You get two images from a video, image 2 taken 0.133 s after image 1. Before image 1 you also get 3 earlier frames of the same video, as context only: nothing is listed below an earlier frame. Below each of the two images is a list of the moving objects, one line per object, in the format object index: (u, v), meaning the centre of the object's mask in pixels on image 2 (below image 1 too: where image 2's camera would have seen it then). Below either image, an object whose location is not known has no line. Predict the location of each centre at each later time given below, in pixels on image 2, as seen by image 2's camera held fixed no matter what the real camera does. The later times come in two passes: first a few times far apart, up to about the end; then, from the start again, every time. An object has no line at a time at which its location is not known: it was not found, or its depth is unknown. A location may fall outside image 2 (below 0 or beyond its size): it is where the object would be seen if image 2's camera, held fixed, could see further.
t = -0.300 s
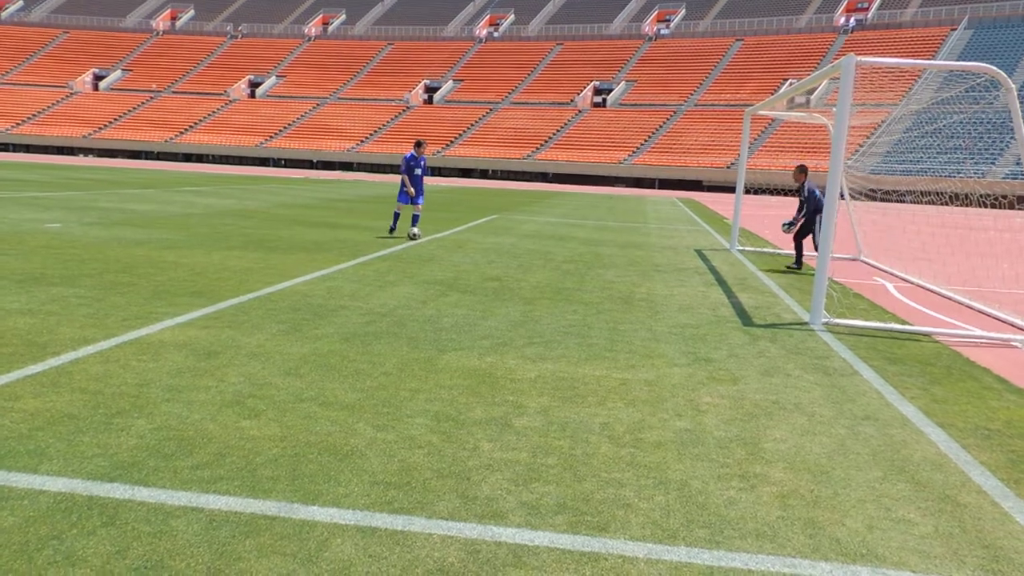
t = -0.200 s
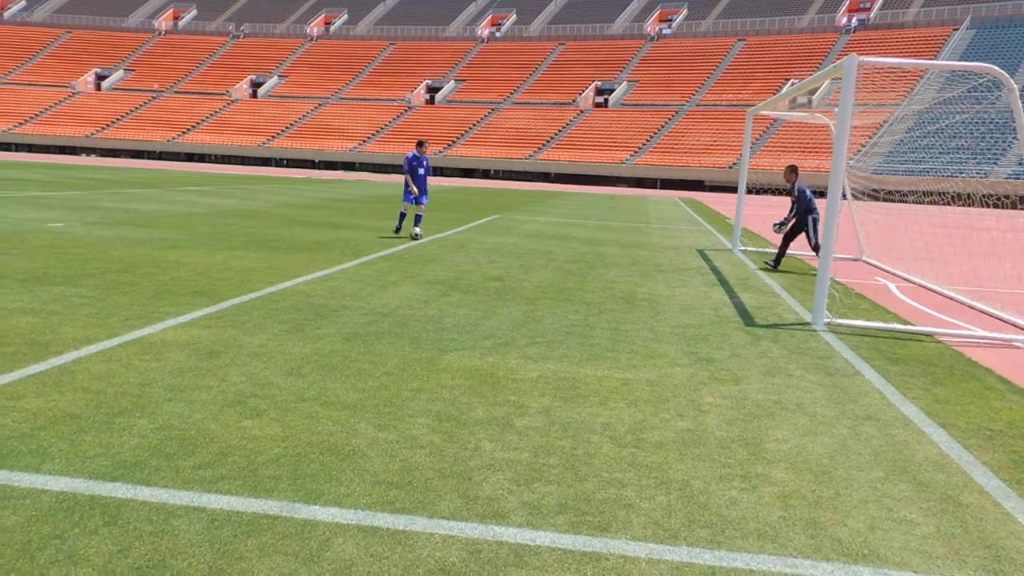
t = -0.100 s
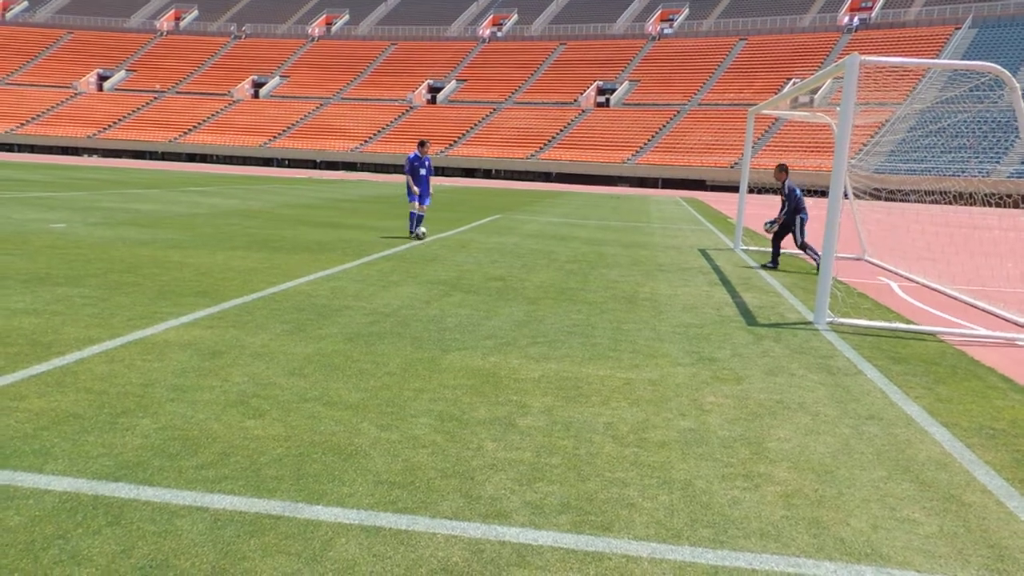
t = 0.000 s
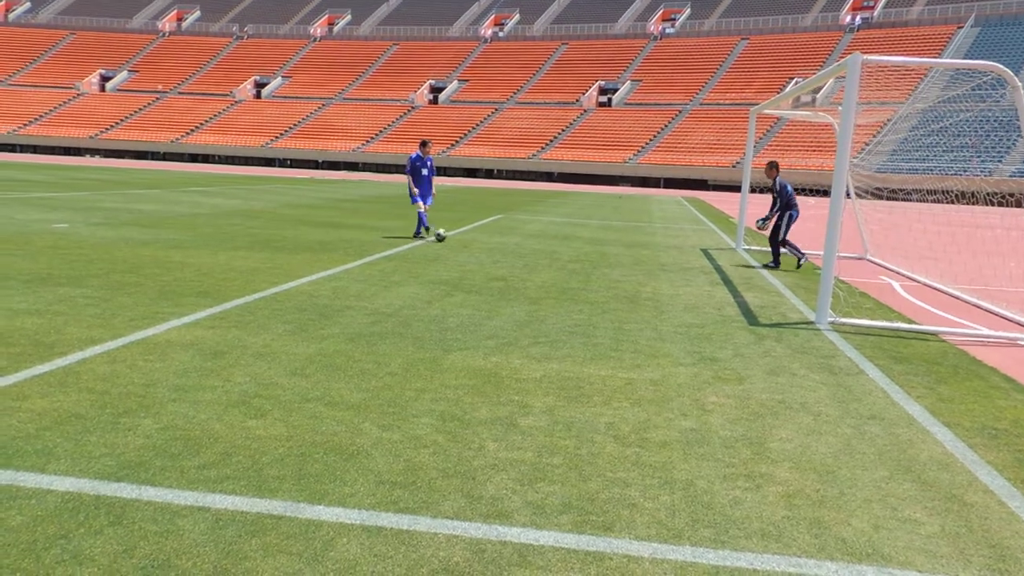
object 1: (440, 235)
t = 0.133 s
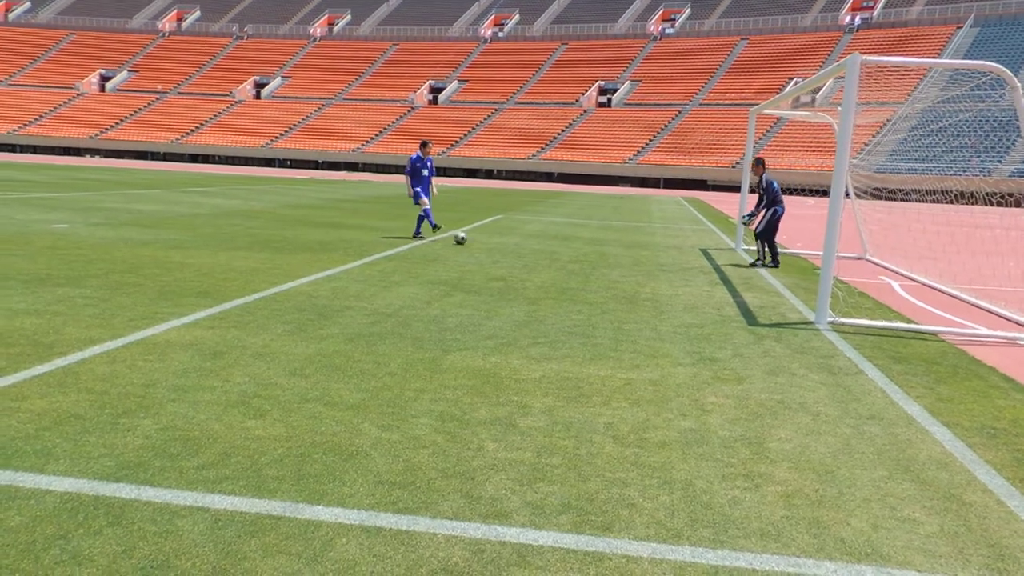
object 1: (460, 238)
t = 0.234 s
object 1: (472, 239)
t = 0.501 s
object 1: (498, 241)
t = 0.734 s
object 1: (518, 243)
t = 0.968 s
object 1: (539, 245)
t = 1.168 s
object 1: (555, 246)
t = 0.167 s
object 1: (465, 238)
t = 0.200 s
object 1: (468, 239)
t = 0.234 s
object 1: (472, 239)
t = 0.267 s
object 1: (476, 240)
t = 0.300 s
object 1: (479, 240)
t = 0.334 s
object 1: (482, 240)
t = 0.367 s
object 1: (485, 240)
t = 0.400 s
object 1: (488, 240)
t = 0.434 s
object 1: (491, 241)
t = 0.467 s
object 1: (495, 241)
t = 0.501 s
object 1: (498, 241)
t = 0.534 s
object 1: (501, 242)
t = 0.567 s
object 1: (504, 242)
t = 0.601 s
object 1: (507, 242)
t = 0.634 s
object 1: (509, 243)
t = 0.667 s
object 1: (513, 243)
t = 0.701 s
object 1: (516, 243)
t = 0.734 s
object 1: (518, 243)
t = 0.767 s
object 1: (521, 243)
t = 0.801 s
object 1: (525, 243)
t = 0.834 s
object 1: (527, 244)
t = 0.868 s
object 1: (531, 244)
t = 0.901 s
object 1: (533, 244)
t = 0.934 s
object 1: (536, 244)
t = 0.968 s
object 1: (539, 245)
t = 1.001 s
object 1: (542, 245)
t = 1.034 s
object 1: (544, 245)
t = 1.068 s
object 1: (547, 246)
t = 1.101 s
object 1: (550, 245)
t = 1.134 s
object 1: (553, 245)
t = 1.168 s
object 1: (555, 246)
